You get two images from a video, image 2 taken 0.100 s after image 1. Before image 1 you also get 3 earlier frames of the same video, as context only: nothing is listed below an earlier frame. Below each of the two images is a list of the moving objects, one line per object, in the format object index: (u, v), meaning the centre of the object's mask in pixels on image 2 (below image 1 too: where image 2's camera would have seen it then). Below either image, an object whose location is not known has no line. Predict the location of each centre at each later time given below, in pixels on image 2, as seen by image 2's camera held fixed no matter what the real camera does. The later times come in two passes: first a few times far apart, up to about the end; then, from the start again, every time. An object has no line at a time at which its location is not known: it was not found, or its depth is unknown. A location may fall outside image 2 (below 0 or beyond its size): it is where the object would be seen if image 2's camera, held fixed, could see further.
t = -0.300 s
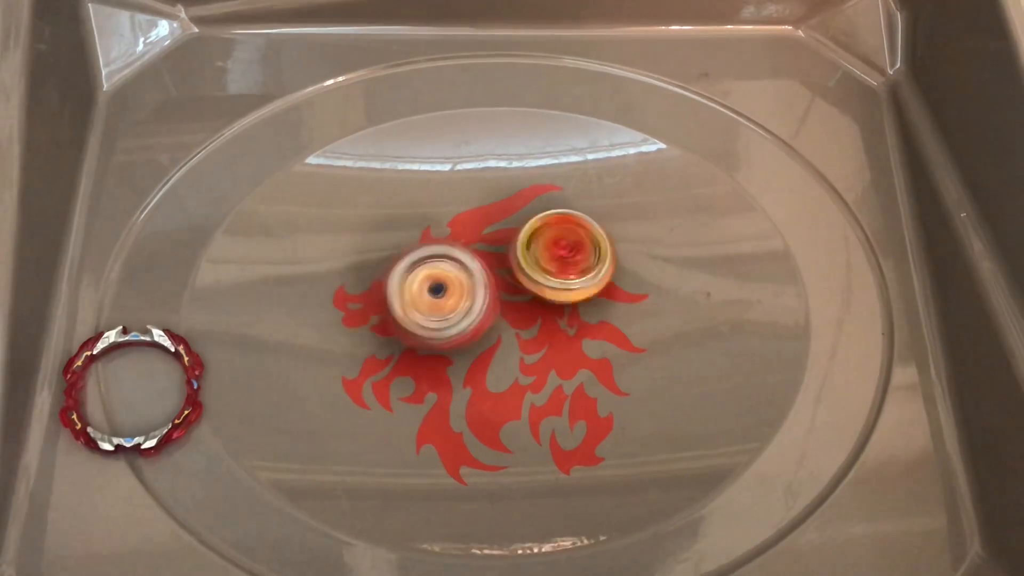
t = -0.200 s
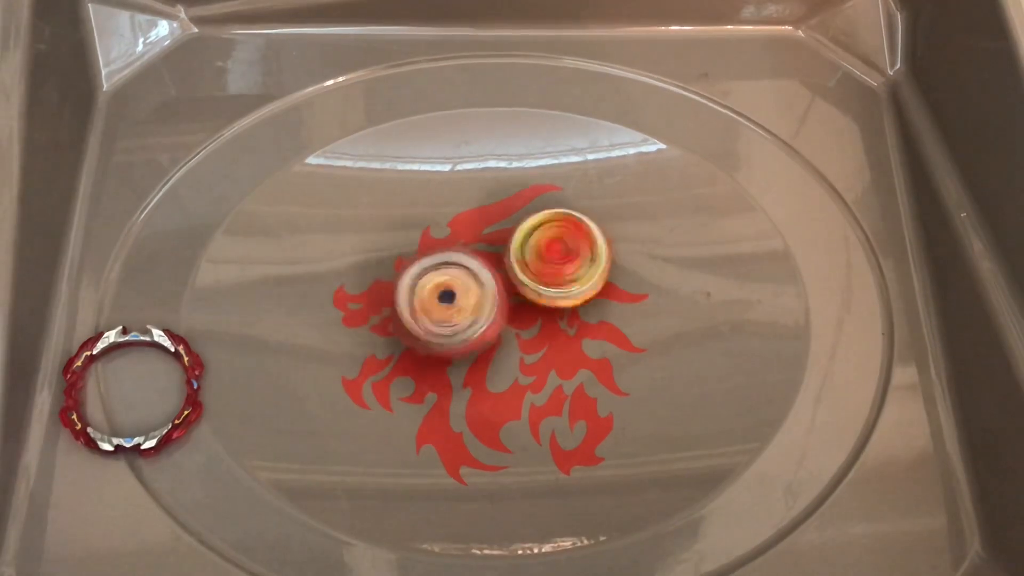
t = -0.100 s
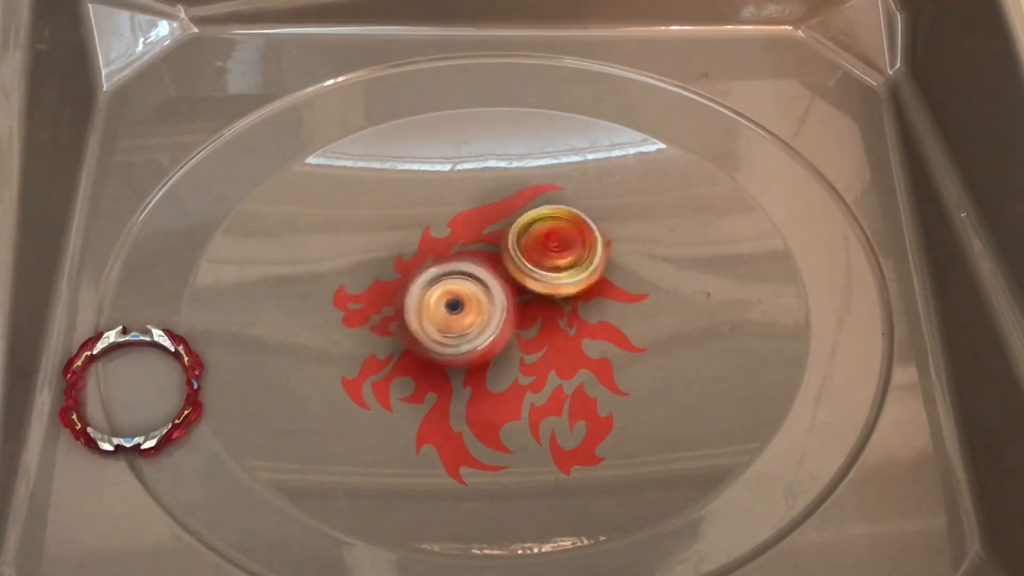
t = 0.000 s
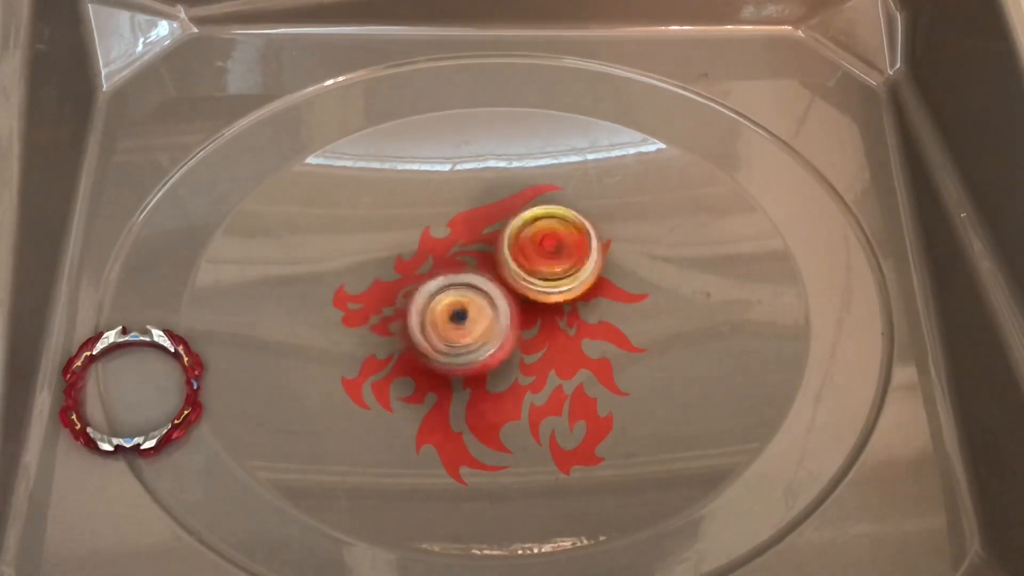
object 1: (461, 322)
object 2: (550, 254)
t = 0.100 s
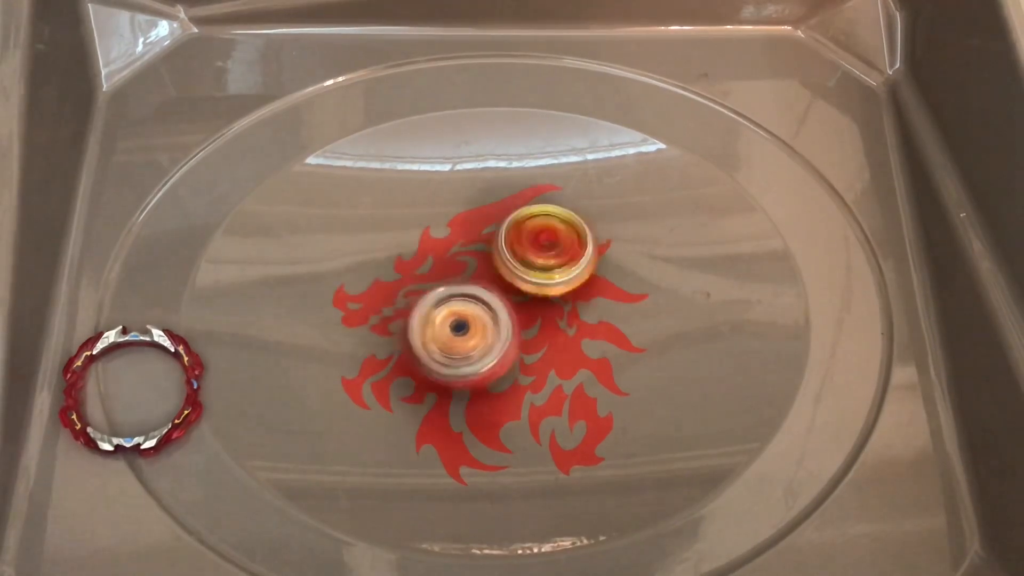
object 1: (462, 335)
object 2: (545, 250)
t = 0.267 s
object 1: (455, 348)
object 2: (539, 249)
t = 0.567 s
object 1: (435, 354)
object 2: (535, 243)
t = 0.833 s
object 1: (434, 337)
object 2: (523, 246)
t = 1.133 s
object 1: (450, 327)
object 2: (512, 240)
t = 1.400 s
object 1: (442, 345)
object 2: (504, 239)
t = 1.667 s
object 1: (428, 341)
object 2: (497, 239)
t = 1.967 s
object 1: (433, 332)
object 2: (496, 233)
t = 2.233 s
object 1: (417, 353)
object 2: (518, 235)
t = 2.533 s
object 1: (415, 353)
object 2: (495, 273)
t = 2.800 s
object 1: (419, 357)
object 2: (484, 266)
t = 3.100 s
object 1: (415, 369)
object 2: (486, 266)
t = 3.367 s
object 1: (427, 361)
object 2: (482, 264)
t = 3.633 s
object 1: (435, 370)
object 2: (472, 267)
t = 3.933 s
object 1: (451, 372)
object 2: (494, 273)
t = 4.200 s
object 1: (435, 368)
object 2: (514, 285)
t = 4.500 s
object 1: (436, 362)
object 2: (583, 320)
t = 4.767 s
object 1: (447, 374)
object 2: (594, 306)
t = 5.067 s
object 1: (452, 370)
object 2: (562, 309)
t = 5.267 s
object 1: (464, 370)
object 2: (569, 283)
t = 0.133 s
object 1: (461, 338)
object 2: (545, 250)
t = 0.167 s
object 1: (460, 342)
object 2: (545, 251)
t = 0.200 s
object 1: (458, 344)
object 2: (543, 253)
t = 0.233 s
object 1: (456, 346)
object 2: (540, 252)
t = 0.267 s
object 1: (455, 348)
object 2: (539, 249)
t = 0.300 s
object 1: (454, 351)
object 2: (539, 248)
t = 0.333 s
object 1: (450, 352)
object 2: (541, 247)
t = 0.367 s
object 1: (448, 354)
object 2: (542, 248)
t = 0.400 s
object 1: (445, 355)
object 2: (540, 250)
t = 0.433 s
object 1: (444, 356)
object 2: (536, 250)
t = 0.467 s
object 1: (439, 356)
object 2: (534, 248)
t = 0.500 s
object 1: (438, 355)
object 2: (532, 244)
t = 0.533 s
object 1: (436, 354)
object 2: (533, 242)
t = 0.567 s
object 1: (435, 354)
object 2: (535, 243)
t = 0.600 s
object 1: (432, 352)
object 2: (533, 246)
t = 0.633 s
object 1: (431, 351)
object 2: (530, 247)
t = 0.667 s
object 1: (429, 348)
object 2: (527, 246)
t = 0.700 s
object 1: (430, 347)
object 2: (524, 244)
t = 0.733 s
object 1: (429, 344)
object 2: (524, 242)
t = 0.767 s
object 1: (430, 341)
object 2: (525, 243)
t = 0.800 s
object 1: (432, 339)
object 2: (525, 244)
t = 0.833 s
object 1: (434, 337)
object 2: (523, 246)
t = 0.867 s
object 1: (435, 334)
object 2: (520, 247)
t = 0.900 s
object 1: (437, 332)
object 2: (517, 246)
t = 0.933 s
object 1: (438, 330)
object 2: (515, 242)
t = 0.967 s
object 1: (443, 328)
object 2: (515, 241)
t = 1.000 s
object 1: (444, 327)
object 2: (517, 241)
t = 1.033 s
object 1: (449, 325)
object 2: (517, 242)
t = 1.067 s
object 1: (449, 326)
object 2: (516, 243)
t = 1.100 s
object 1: (451, 326)
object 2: (513, 242)
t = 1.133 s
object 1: (450, 327)
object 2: (512, 240)
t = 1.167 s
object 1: (451, 329)
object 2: (512, 236)
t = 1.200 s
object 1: (450, 333)
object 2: (515, 236)
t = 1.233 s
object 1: (449, 335)
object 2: (516, 238)
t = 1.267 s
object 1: (450, 338)
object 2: (515, 242)
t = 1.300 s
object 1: (447, 340)
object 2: (512, 244)
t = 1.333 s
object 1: (447, 342)
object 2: (508, 244)
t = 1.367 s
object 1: (443, 343)
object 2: (505, 242)
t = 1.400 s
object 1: (442, 345)
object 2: (504, 239)
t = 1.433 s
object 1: (439, 346)
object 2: (506, 237)
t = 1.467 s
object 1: (438, 347)
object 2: (508, 237)
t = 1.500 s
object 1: (435, 347)
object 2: (508, 239)
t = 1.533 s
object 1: (434, 347)
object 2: (507, 243)
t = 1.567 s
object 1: (431, 346)
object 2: (504, 244)
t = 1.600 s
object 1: (431, 345)
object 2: (500, 244)
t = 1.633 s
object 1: (430, 343)
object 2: (498, 241)
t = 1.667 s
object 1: (428, 341)
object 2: (497, 239)
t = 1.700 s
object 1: (428, 342)
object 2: (498, 237)
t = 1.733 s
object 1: (428, 339)
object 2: (499, 238)
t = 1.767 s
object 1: (428, 338)
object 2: (500, 240)
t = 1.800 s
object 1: (428, 336)
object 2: (500, 244)
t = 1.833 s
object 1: (430, 335)
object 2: (497, 245)
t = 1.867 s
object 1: (431, 333)
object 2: (494, 245)
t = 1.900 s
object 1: (432, 332)
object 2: (492, 242)
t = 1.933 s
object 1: (433, 331)
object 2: (490, 240)
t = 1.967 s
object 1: (433, 332)
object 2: (496, 233)
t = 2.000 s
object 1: (430, 337)
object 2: (506, 226)
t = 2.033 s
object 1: (428, 340)
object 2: (511, 222)
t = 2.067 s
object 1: (425, 343)
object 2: (514, 222)
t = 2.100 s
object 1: (423, 344)
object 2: (514, 225)
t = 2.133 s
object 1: (423, 349)
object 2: (513, 227)
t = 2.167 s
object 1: (421, 350)
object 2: (514, 230)
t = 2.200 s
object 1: (422, 352)
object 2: (515, 233)
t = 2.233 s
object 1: (417, 353)
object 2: (518, 235)
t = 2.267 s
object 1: (418, 353)
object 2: (521, 237)
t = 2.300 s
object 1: (416, 354)
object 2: (519, 243)
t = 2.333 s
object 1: (416, 354)
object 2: (515, 248)
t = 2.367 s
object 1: (416, 355)
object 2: (515, 254)
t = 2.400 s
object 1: (415, 353)
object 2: (515, 260)
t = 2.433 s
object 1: (416, 354)
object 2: (512, 264)
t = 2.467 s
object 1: (416, 353)
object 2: (505, 267)
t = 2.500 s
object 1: (416, 352)
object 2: (498, 271)
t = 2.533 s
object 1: (415, 353)
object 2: (495, 273)
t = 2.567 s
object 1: (412, 353)
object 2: (497, 269)
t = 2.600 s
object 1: (409, 357)
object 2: (496, 267)
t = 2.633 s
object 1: (408, 356)
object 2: (491, 265)
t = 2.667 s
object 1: (412, 358)
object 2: (489, 265)
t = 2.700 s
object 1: (413, 358)
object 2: (487, 265)
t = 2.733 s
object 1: (416, 359)
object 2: (486, 265)
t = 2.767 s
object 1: (417, 360)
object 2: (486, 265)
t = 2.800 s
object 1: (419, 357)
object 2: (484, 266)
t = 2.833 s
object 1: (420, 358)
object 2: (481, 266)
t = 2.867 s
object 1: (421, 356)
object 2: (477, 264)
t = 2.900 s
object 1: (419, 355)
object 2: (480, 263)
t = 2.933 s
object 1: (416, 360)
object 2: (483, 262)
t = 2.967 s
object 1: (414, 362)
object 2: (486, 260)
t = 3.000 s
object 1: (413, 366)
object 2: (489, 261)
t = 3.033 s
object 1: (412, 366)
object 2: (488, 261)
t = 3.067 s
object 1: (413, 368)
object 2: (487, 264)
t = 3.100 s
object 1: (415, 369)
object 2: (486, 266)
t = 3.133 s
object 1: (416, 369)
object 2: (484, 266)
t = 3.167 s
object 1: (417, 369)
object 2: (483, 266)
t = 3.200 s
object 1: (418, 365)
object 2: (482, 264)
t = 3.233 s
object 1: (422, 364)
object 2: (481, 264)
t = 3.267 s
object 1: (424, 364)
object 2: (478, 265)
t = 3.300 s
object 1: (427, 362)
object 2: (478, 268)
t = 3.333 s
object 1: (426, 363)
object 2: (481, 266)
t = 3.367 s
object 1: (427, 361)
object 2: (482, 264)
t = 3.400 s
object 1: (426, 363)
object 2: (481, 266)
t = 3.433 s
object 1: (426, 366)
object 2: (478, 263)
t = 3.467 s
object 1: (429, 367)
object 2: (475, 262)
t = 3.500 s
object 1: (430, 368)
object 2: (469, 261)
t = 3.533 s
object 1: (430, 368)
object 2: (466, 261)
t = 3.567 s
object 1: (432, 369)
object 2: (466, 262)
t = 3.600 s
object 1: (432, 370)
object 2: (467, 264)
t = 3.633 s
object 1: (435, 370)
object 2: (472, 267)
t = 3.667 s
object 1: (437, 372)
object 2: (475, 271)
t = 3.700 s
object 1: (438, 371)
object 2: (479, 273)
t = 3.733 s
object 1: (440, 371)
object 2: (480, 274)
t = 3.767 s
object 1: (441, 372)
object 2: (479, 274)
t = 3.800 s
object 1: (443, 370)
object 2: (479, 272)
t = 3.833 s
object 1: (445, 371)
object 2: (481, 271)
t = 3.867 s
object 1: (445, 372)
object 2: (486, 270)
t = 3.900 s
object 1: (448, 370)
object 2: (493, 270)
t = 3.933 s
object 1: (451, 372)
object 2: (494, 273)
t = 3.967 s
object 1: (452, 371)
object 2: (492, 275)
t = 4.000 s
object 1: (454, 371)
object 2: (490, 273)
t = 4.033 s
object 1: (456, 371)
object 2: (488, 272)
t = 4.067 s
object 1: (458, 370)
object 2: (489, 269)
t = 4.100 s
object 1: (457, 368)
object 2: (493, 272)
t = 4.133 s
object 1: (445, 371)
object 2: (500, 272)
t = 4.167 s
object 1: (439, 367)
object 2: (508, 278)
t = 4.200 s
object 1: (435, 368)
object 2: (514, 285)
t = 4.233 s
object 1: (433, 366)
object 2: (516, 295)
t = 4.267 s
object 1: (434, 365)
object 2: (521, 301)
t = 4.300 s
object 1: (428, 369)
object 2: (536, 307)
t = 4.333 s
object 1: (427, 367)
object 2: (546, 312)
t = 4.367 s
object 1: (425, 363)
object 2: (555, 318)
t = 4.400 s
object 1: (430, 360)
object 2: (564, 322)
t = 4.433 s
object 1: (431, 362)
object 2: (571, 323)
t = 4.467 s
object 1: (433, 362)
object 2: (578, 322)
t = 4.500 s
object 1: (436, 362)
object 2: (583, 320)
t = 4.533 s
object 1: (435, 361)
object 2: (587, 317)
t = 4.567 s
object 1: (440, 360)
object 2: (590, 314)
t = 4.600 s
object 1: (445, 358)
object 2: (592, 311)
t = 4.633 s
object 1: (447, 361)
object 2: (593, 309)
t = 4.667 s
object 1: (451, 363)
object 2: (594, 307)
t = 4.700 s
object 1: (451, 367)
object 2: (594, 306)
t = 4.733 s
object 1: (449, 370)
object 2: (594, 306)
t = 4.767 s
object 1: (447, 374)
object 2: (594, 306)
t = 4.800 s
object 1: (448, 371)
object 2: (594, 307)
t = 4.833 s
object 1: (448, 373)
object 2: (593, 309)
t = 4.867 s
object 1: (449, 371)
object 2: (591, 311)
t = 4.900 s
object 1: (449, 370)
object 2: (588, 314)
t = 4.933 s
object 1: (453, 372)
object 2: (584, 315)
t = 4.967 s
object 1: (453, 373)
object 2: (579, 316)
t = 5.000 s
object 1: (450, 374)
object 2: (573, 316)
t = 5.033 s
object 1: (451, 372)
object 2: (567, 313)
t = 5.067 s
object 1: (452, 370)
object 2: (562, 309)
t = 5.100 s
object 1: (455, 365)
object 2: (558, 303)
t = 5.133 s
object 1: (459, 362)
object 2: (557, 297)
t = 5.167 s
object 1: (460, 363)
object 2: (559, 291)
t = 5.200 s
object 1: (462, 366)
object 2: (562, 287)
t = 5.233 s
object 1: (463, 367)
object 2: (565, 284)
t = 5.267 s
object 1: (464, 370)
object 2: (569, 283)
